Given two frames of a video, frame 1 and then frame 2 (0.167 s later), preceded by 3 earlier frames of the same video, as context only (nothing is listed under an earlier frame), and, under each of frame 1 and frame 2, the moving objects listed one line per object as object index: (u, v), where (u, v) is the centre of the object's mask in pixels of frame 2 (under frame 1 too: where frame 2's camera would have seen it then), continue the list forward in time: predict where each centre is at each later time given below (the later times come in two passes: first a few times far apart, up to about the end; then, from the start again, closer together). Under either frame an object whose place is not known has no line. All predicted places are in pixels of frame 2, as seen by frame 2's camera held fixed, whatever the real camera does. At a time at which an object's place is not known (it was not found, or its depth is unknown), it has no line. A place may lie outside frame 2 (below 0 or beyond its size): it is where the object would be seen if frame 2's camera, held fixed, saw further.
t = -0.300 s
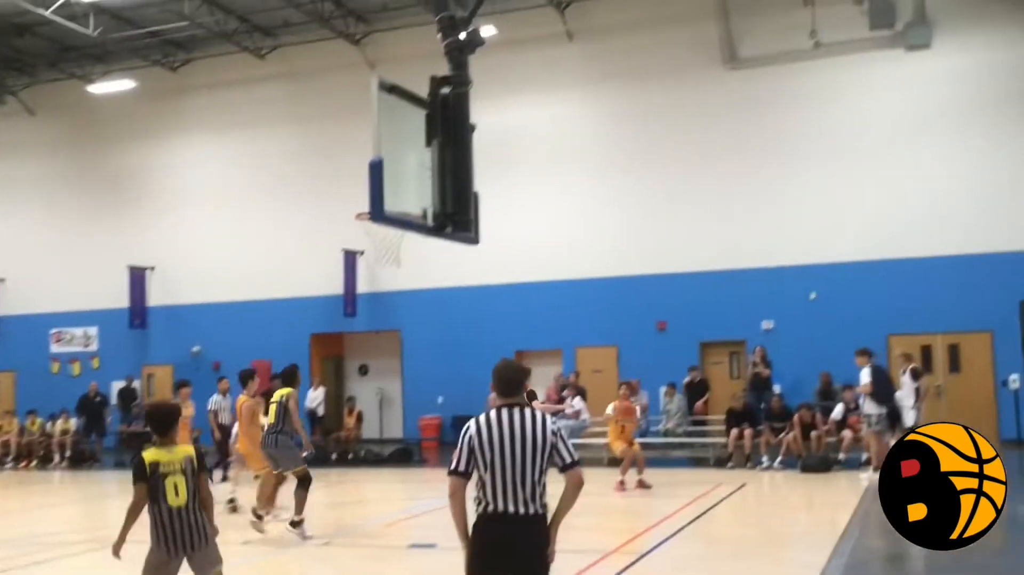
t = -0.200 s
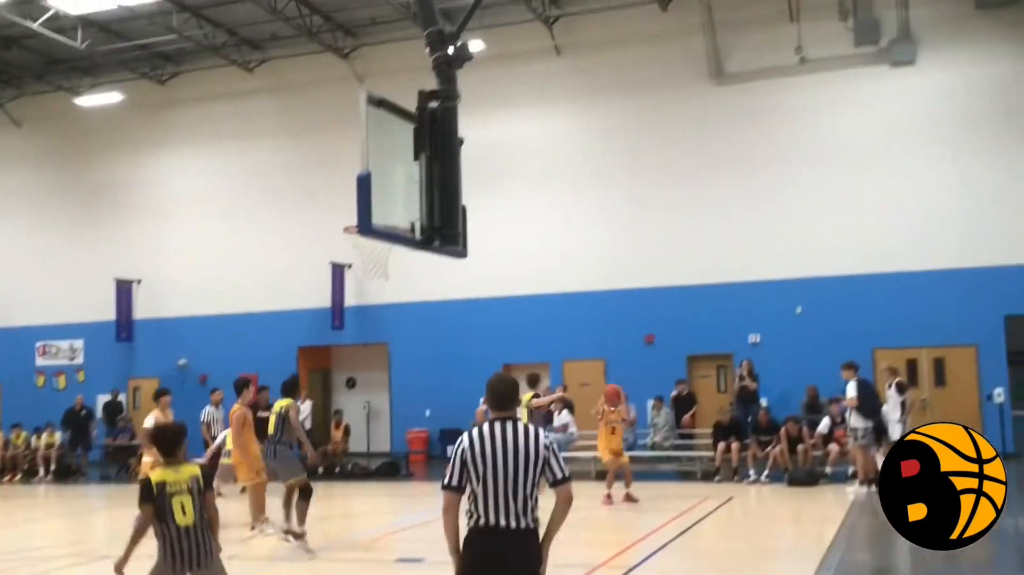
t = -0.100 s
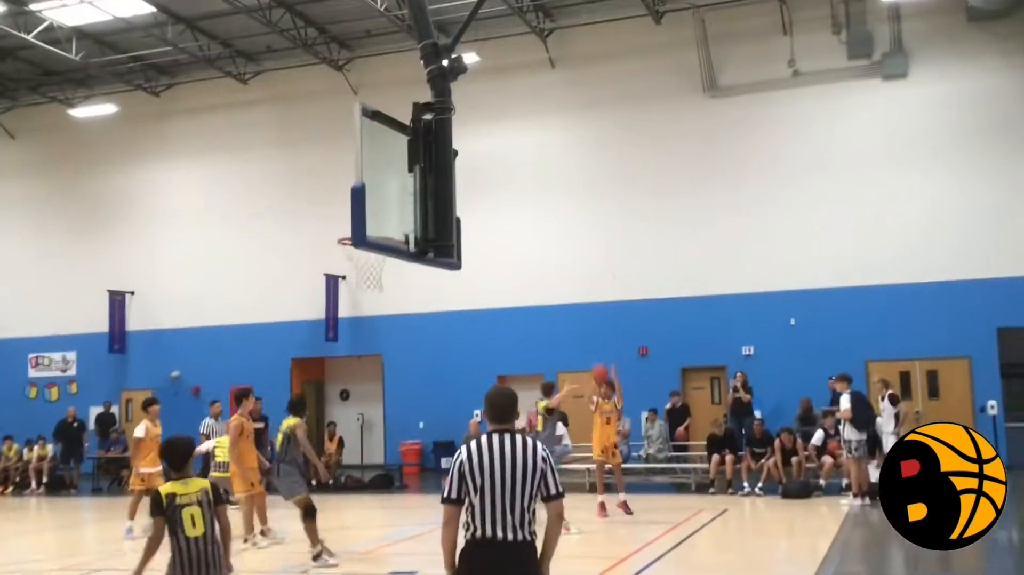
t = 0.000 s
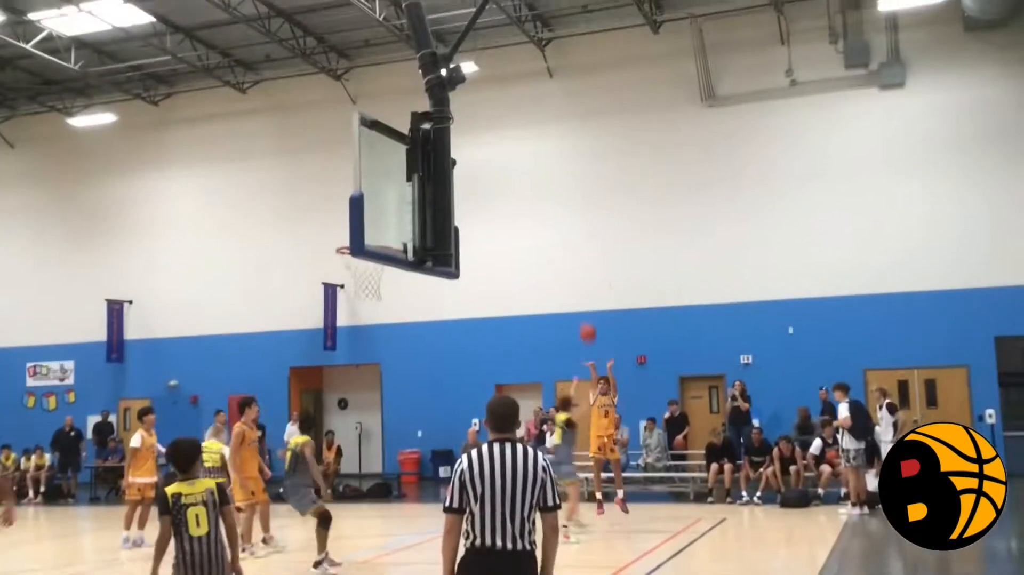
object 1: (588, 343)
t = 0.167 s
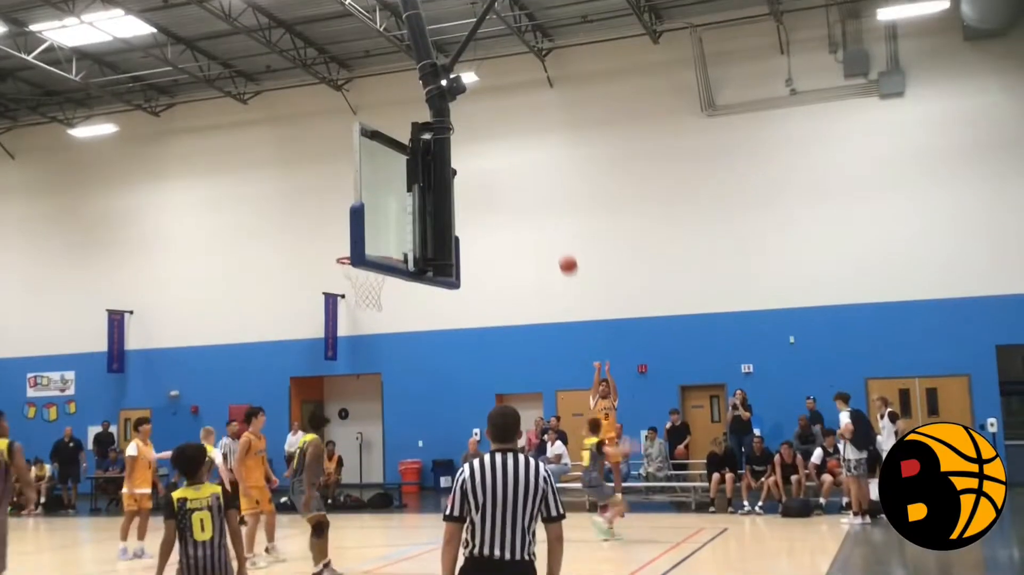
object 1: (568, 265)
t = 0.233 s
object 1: (560, 238)
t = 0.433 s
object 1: (533, 169)
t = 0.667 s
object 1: (500, 121)
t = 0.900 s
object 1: (461, 116)
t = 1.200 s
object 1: (399, 192)
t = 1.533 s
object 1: (324, 128)
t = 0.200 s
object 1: (564, 251)
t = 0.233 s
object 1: (560, 238)
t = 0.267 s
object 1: (556, 225)
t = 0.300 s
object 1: (551, 213)
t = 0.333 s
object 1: (547, 200)
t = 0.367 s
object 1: (543, 189)
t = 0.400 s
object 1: (538, 179)
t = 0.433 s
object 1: (533, 169)
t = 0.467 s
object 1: (529, 159)
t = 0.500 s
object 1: (524, 152)
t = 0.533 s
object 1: (520, 145)
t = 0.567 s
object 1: (515, 137)
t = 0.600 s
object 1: (510, 130)
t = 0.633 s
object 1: (505, 125)
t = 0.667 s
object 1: (500, 121)
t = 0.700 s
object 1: (494, 118)
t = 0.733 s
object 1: (489, 114)
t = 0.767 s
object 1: (483, 113)
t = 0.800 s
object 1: (478, 113)
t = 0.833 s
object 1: (472, 113)
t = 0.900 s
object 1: (461, 116)
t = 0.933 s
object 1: (458, 121)
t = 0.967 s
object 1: (455, 126)
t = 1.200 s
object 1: (399, 192)
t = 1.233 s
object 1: (395, 217)
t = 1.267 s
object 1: (391, 234)
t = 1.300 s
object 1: (383, 227)
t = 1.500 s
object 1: (332, 139)
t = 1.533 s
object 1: (324, 128)
